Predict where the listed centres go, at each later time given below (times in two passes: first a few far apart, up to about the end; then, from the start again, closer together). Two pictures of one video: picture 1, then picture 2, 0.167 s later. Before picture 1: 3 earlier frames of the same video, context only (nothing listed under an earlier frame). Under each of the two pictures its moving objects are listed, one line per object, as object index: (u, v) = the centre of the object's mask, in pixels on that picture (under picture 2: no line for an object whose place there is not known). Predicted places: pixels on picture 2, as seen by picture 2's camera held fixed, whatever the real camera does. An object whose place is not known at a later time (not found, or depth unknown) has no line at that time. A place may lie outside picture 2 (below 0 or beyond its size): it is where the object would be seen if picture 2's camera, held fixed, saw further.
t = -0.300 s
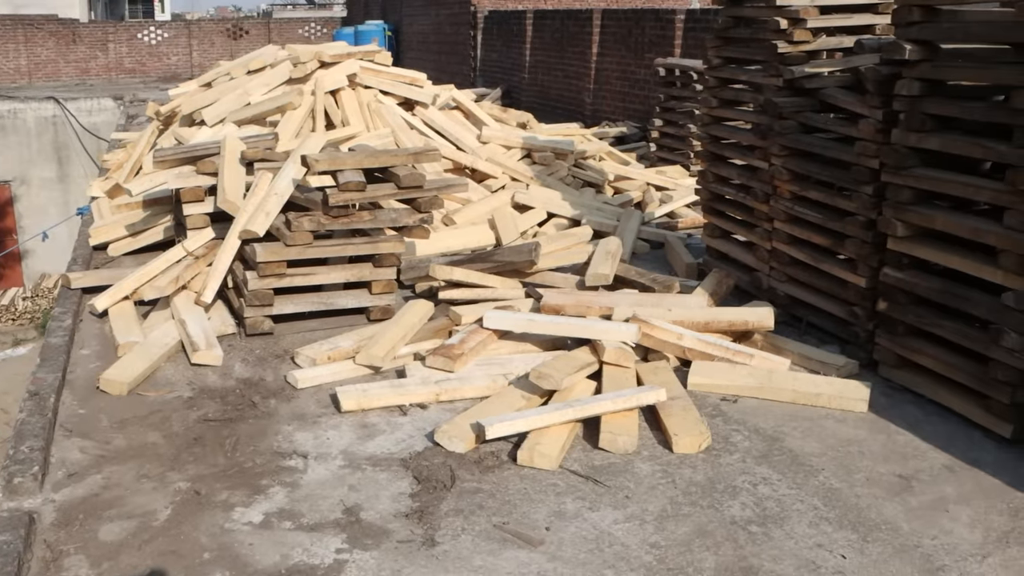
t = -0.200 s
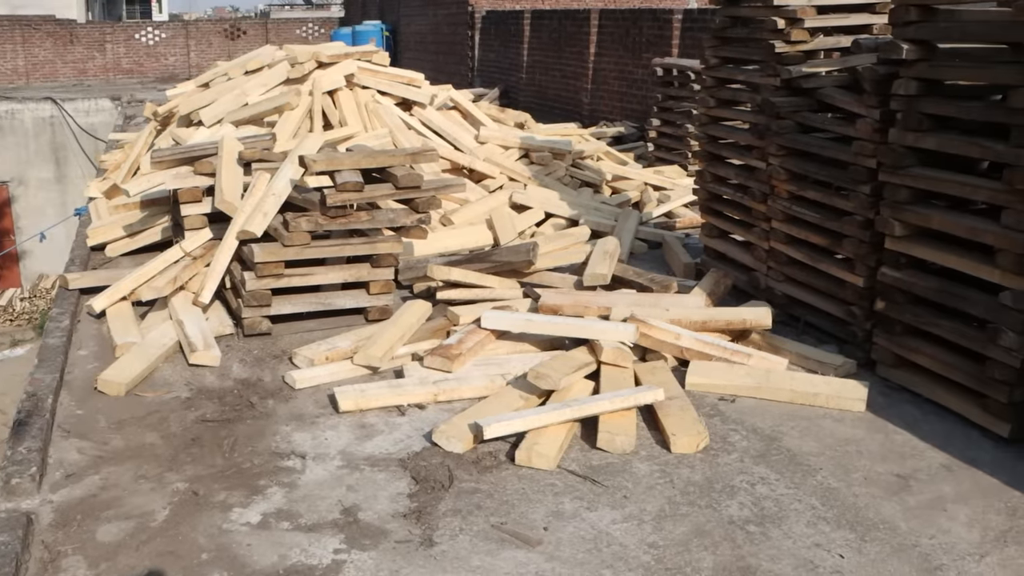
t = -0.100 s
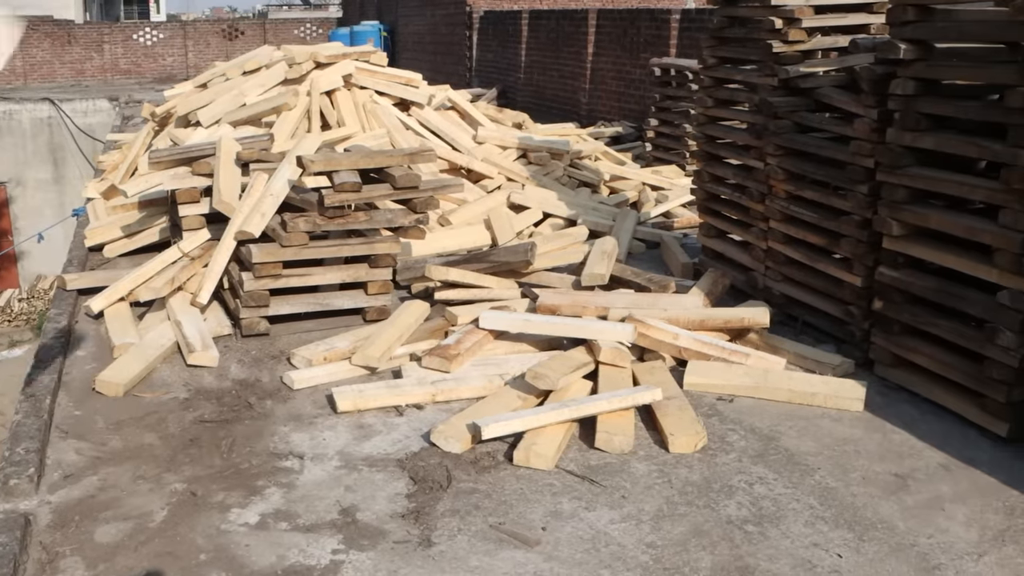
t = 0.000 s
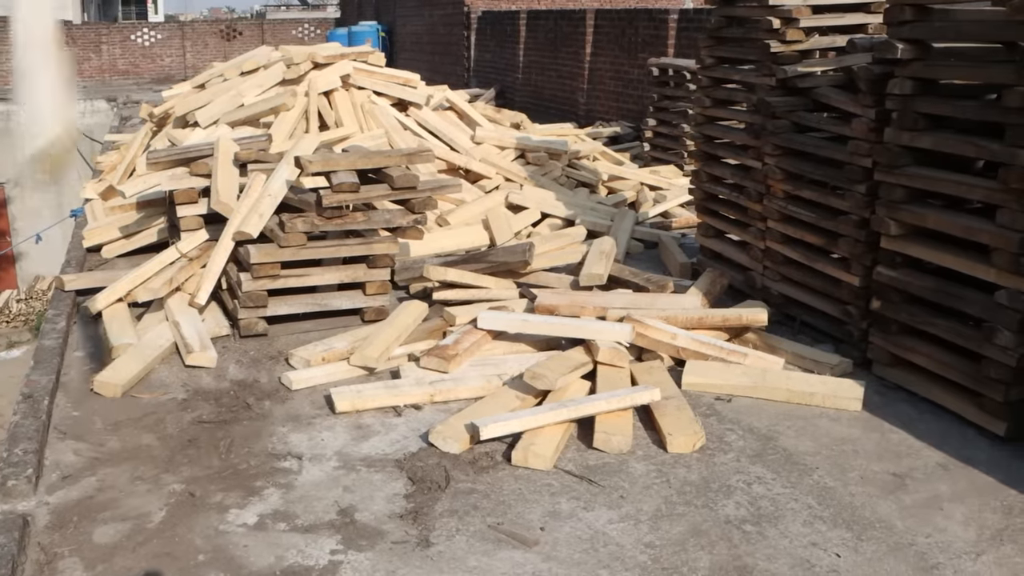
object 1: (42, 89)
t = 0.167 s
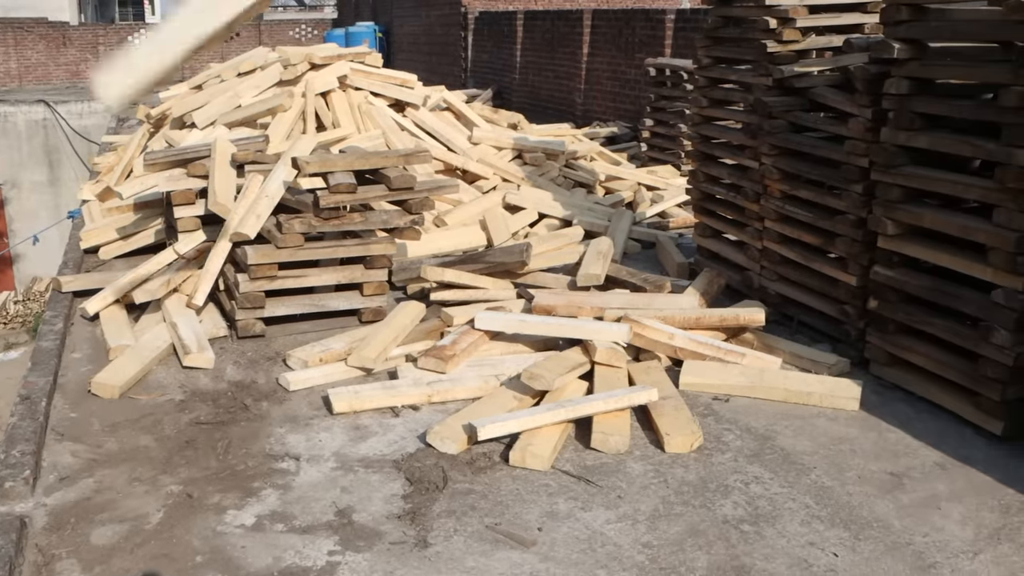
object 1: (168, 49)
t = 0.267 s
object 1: (259, 75)
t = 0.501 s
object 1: (390, 190)
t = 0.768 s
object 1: (438, 243)
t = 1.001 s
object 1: (439, 273)
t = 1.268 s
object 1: (444, 292)
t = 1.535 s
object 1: (443, 292)
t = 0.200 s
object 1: (191, 61)
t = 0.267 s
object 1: (259, 75)
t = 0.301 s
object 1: (289, 78)
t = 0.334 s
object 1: (308, 79)
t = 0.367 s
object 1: (326, 98)
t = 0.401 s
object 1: (352, 122)
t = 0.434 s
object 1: (363, 142)
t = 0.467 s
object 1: (375, 166)
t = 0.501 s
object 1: (390, 190)
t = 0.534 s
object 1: (400, 217)
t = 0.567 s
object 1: (413, 243)
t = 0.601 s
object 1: (429, 251)
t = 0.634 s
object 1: (442, 257)
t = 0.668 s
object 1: (435, 264)
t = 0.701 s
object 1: (435, 257)
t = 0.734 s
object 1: (435, 249)
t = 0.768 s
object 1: (438, 243)
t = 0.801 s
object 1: (439, 243)
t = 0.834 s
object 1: (441, 245)
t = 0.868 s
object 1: (443, 247)
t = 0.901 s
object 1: (443, 250)
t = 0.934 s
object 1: (443, 254)
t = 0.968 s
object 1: (437, 263)
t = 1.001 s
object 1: (439, 273)
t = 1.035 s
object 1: (442, 282)
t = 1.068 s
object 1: (446, 291)
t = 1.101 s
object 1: (445, 290)
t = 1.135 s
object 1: (444, 290)
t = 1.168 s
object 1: (444, 291)
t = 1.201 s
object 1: (444, 292)
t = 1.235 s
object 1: (443, 292)
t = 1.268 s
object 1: (444, 292)
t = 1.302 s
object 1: (443, 292)
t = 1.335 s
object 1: (443, 292)
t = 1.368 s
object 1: (444, 292)
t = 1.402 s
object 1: (443, 292)
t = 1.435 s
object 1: (444, 292)
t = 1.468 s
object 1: (443, 292)
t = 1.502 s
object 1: (443, 292)
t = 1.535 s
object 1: (443, 292)
